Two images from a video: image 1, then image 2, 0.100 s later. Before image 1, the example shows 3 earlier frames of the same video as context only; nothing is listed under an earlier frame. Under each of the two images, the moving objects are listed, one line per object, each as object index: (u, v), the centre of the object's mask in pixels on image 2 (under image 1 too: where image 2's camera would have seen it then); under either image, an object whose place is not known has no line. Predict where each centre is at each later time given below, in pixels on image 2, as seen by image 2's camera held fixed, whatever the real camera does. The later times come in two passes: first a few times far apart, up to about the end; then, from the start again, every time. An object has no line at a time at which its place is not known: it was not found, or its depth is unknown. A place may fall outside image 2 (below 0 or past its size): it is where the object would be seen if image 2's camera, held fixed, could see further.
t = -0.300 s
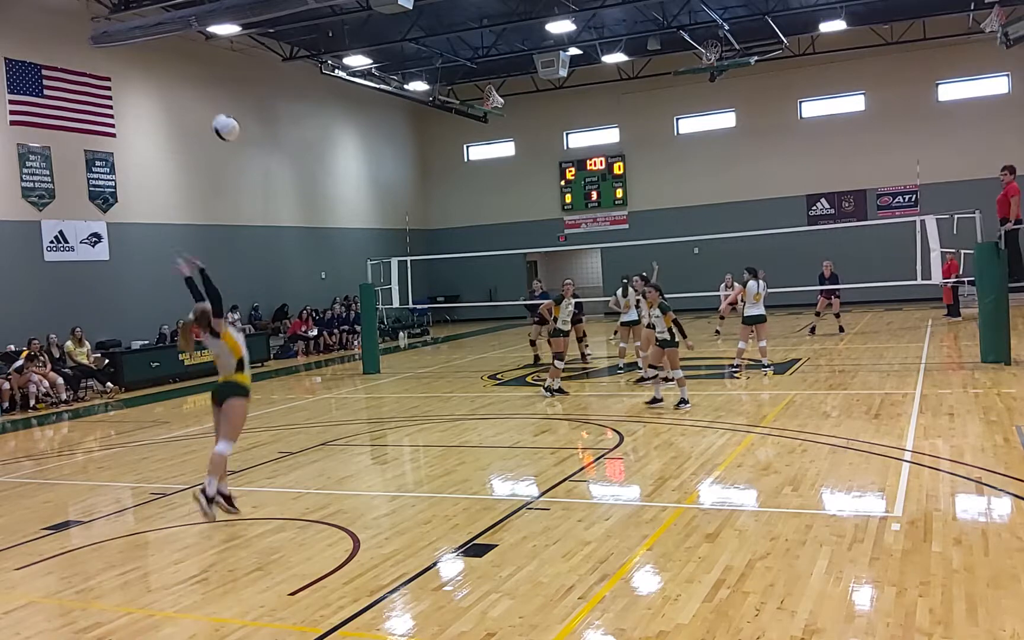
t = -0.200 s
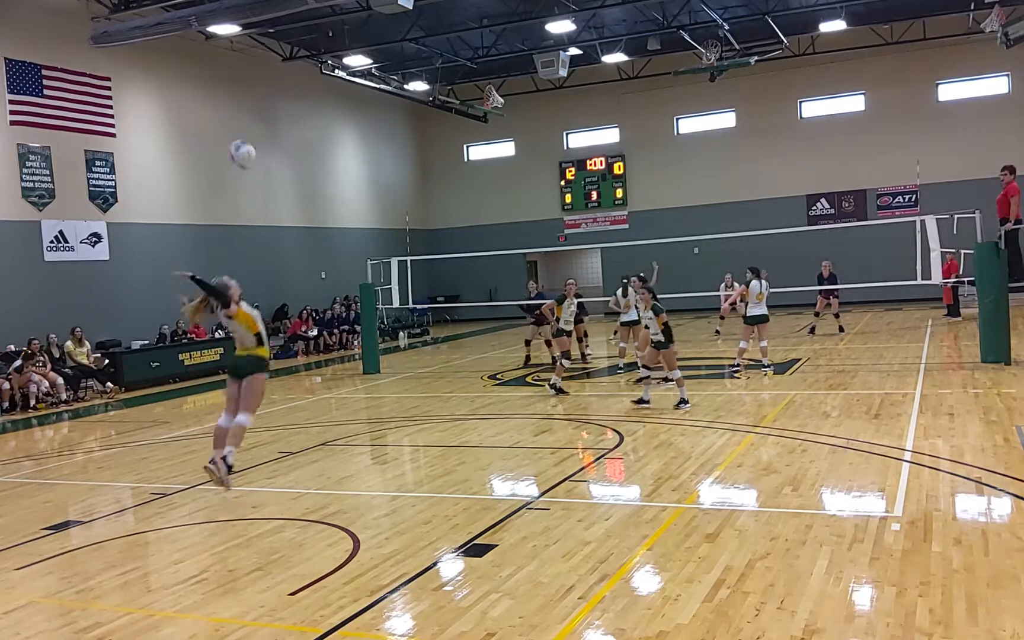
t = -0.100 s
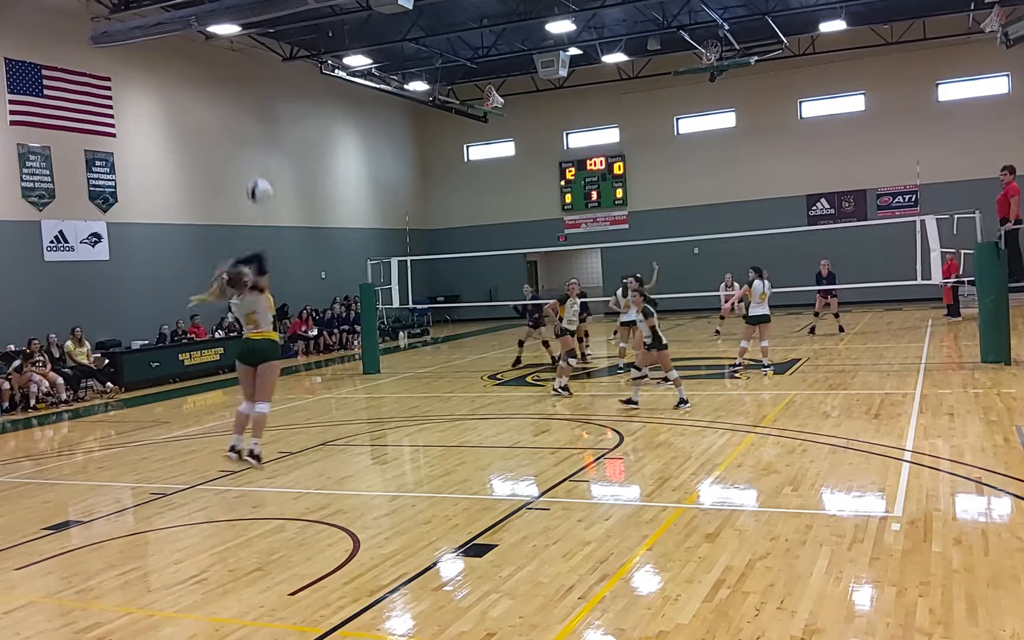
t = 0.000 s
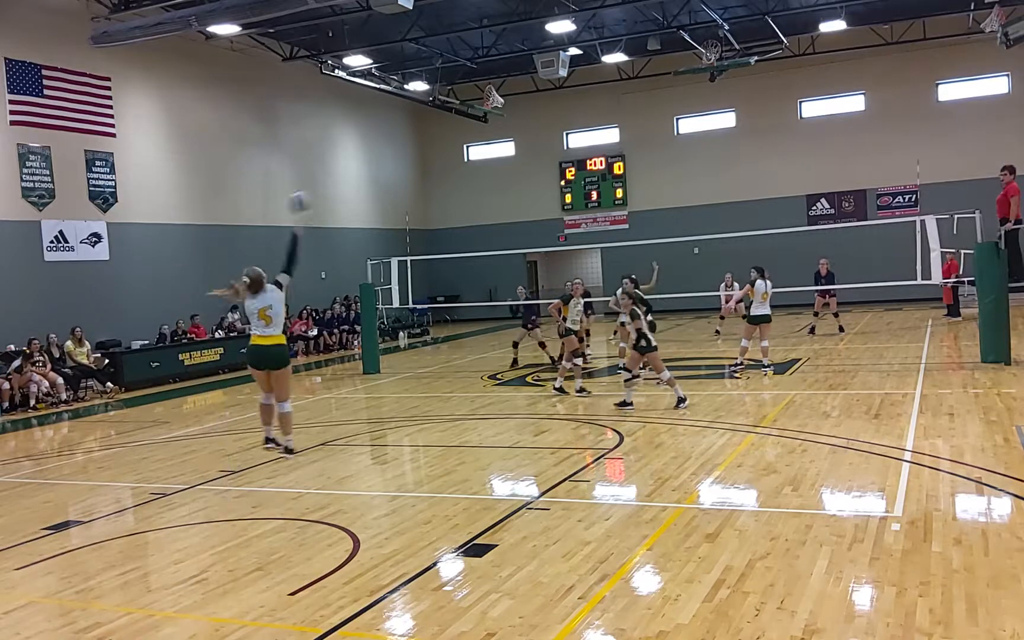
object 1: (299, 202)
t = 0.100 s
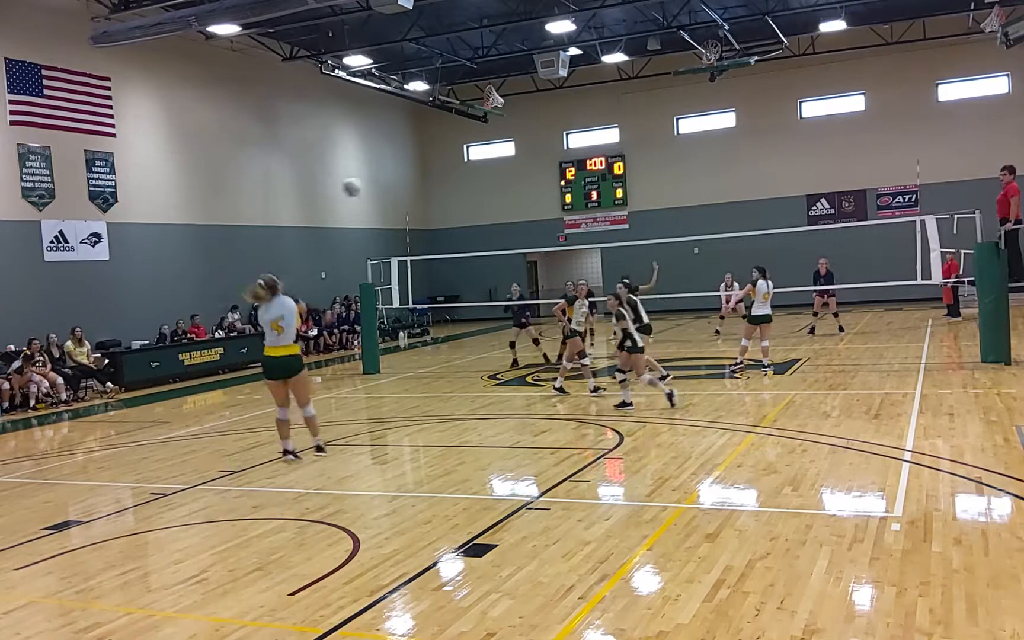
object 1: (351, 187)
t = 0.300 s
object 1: (418, 190)
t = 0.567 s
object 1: (467, 226)
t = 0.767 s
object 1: (492, 268)
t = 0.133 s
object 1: (366, 184)
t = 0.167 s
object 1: (380, 183)
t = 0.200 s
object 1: (390, 184)
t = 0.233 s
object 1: (401, 185)
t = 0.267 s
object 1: (409, 188)
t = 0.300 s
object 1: (418, 190)
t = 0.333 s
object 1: (426, 193)
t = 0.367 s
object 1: (433, 196)
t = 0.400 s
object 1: (439, 200)
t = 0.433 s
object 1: (446, 205)
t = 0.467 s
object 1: (452, 209)
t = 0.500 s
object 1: (457, 215)
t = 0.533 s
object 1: (462, 220)
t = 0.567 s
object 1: (467, 226)
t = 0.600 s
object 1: (472, 232)
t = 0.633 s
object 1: (477, 239)
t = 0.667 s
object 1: (480, 246)
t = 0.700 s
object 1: (484, 254)
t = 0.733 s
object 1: (489, 261)
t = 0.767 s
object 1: (492, 268)
